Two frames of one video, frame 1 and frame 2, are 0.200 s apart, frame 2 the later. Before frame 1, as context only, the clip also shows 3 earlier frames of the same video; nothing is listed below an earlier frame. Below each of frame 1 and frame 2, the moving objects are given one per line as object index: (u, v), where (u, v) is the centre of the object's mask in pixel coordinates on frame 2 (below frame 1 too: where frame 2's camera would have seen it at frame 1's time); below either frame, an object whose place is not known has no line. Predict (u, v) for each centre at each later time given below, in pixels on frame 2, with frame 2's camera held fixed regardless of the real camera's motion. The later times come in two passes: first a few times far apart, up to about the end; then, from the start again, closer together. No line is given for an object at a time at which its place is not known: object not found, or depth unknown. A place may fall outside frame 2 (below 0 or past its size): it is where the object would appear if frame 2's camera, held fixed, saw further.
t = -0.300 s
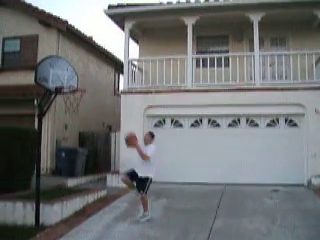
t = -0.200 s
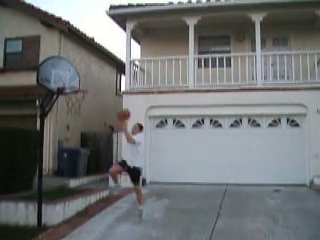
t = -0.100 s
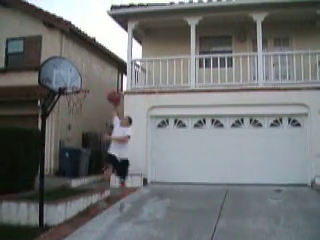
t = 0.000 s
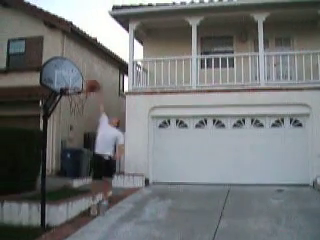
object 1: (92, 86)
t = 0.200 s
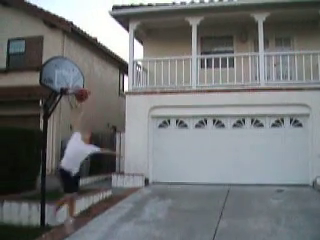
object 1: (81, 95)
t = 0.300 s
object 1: (79, 97)
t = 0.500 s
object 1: (77, 109)
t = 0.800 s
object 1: (73, 169)
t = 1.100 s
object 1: (70, 198)
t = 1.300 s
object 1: (69, 159)
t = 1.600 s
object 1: (65, 143)
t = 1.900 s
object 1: (62, 182)
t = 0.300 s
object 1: (79, 97)
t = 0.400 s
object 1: (78, 100)
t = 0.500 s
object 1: (77, 109)
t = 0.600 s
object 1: (75, 123)
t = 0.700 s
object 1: (75, 142)
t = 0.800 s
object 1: (73, 169)
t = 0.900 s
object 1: (71, 197)
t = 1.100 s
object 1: (70, 198)
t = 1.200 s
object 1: (69, 177)
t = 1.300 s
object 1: (69, 159)
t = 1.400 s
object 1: (69, 149)
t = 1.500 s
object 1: (66, 143)
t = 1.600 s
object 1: (65, 143)
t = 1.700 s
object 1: (65, 149)
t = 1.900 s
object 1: (62, 182)
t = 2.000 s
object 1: (59, 210)
